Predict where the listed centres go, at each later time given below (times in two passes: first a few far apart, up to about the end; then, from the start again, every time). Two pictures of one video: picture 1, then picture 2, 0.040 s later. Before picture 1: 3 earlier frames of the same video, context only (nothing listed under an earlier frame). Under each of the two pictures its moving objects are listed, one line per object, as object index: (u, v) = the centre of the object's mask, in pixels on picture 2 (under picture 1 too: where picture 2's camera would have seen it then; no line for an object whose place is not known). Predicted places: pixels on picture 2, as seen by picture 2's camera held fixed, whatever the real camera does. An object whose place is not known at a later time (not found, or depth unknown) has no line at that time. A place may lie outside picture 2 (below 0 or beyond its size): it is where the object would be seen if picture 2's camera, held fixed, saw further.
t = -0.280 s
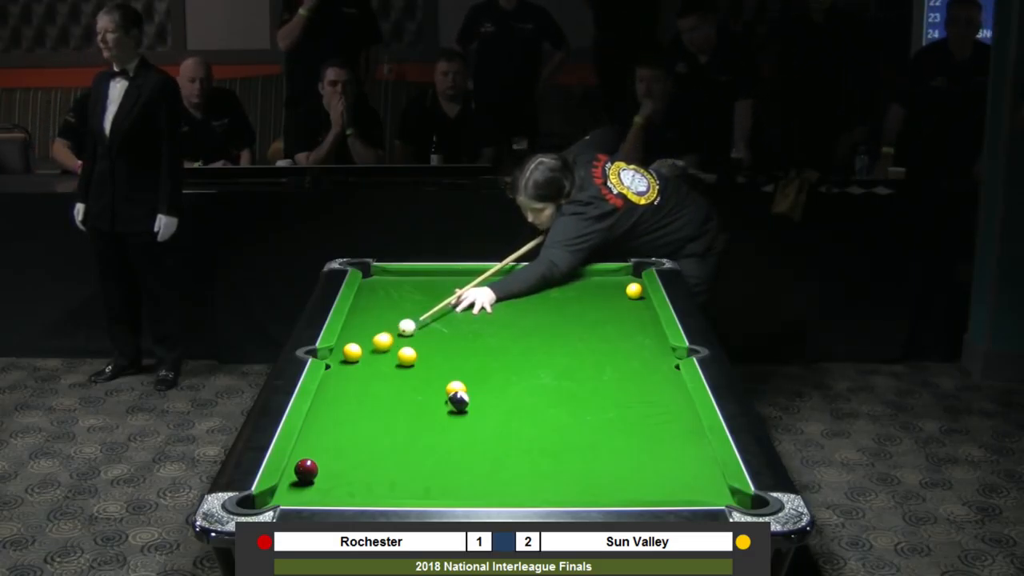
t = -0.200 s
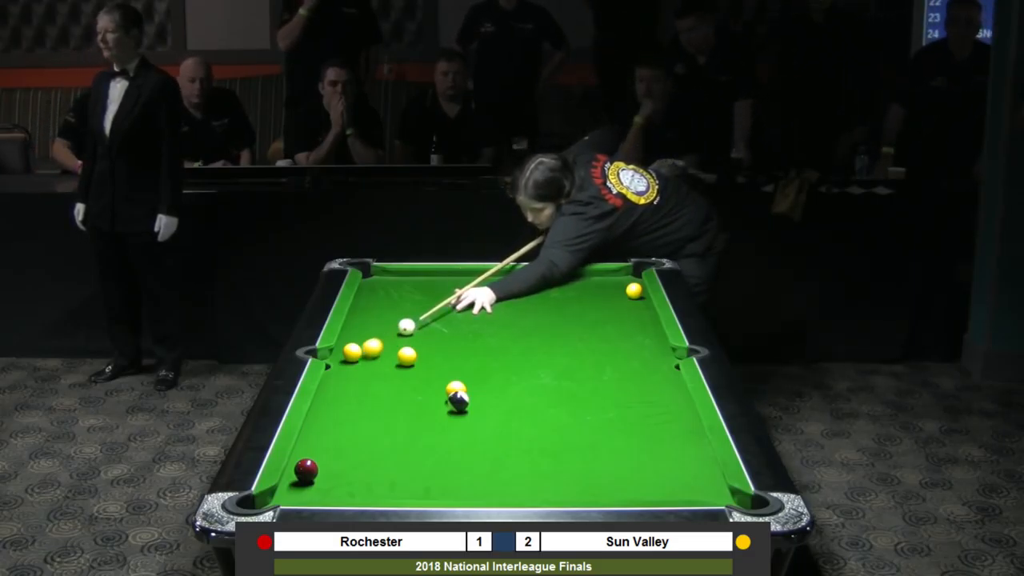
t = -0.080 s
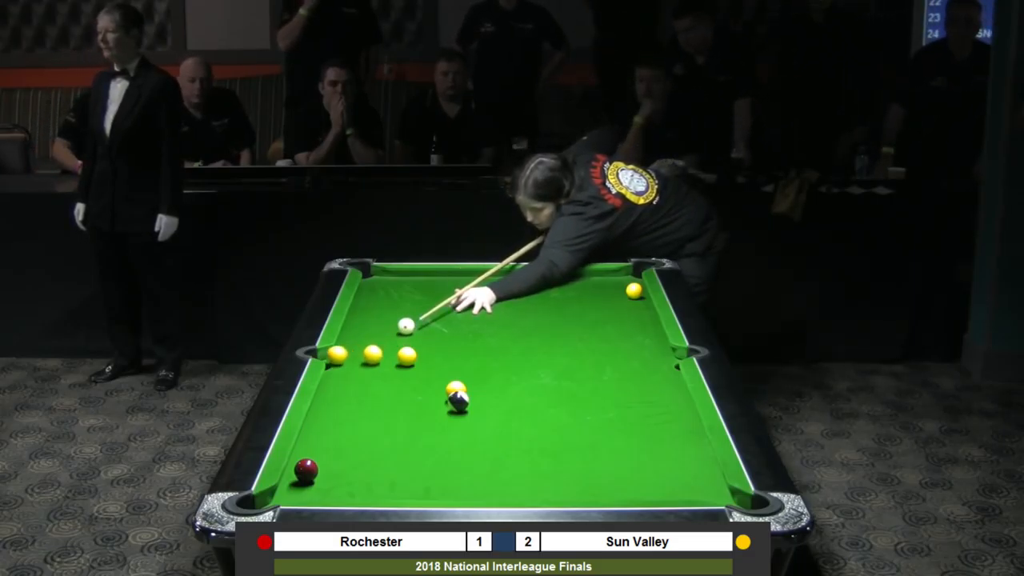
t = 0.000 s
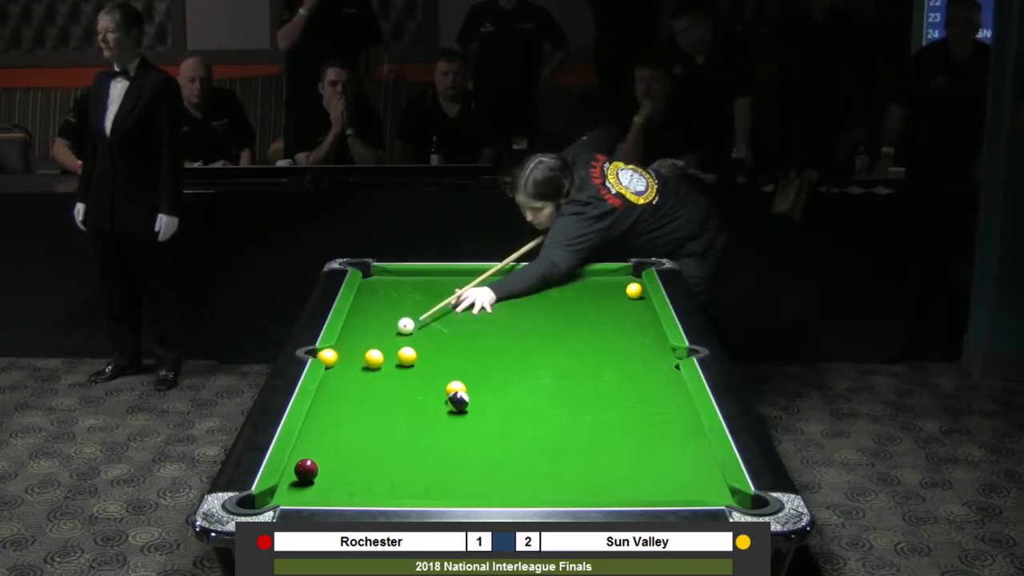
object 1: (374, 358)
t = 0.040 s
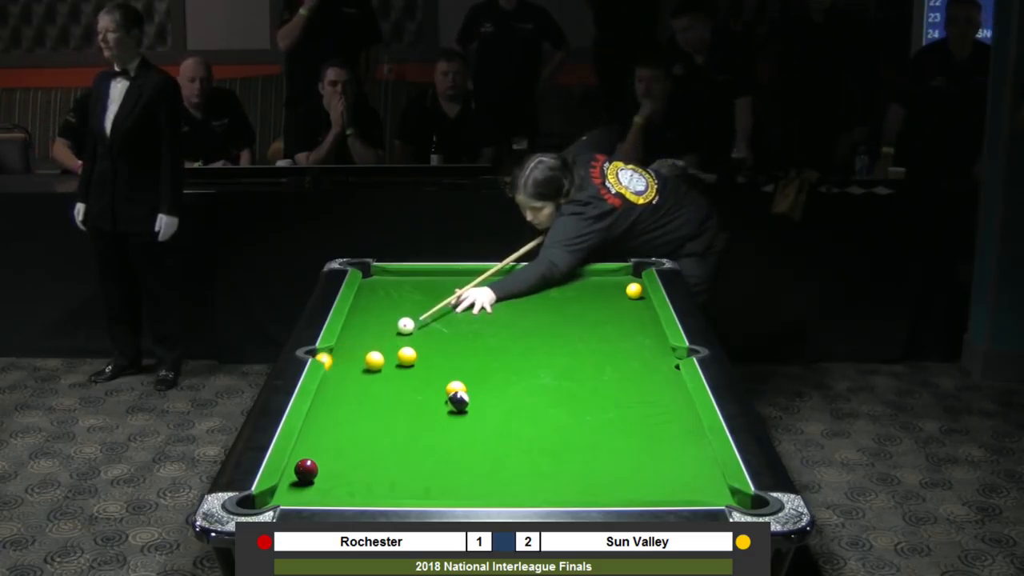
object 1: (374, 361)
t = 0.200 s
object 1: (377, 369)
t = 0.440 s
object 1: (380, 381)
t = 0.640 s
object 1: (383, 392)
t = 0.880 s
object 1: (387, 404)
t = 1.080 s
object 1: (390, 414)
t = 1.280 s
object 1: (393, 423)
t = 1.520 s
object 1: (397, 434)
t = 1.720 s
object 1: (399, 443)
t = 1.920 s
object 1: (402, 452)
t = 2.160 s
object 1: (405, 462)
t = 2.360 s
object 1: (407, 469)
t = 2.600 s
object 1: (410, 477)
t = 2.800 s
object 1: (412, 484)
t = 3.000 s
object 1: (413, 488)
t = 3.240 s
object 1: (416, 491)
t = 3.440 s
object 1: (418, 493)
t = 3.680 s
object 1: (420, 493)
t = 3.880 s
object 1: (421, 492)
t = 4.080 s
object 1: (421, 492)
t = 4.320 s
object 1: (421, 492)
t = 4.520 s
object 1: (421, 492)
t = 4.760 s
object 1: (422, 492)
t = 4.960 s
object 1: (421, 492)
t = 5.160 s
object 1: (421, 492)
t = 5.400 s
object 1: (421, 492)
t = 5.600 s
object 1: (421, 492)
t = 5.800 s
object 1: (422, 492)
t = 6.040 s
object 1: (421, 492)
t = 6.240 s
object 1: (421, 492)
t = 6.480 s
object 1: (421, 492)
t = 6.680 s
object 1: (421, 492)
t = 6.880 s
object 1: (421, 492)
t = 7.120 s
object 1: (421, 492)
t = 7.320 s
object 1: (421, 492)
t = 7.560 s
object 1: (421, 492)
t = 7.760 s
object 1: (421, 492)
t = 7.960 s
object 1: (421, 492)
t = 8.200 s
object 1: (421, 492)
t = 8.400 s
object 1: (421, 492)
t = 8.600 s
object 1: (421, 492)
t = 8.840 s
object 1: (421, 492)
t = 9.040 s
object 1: (421, 492)
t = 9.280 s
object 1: (421, 492)
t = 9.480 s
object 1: (421, 492)
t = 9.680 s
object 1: (421, 492)
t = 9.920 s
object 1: (421, 492)
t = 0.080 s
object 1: (375, 363)
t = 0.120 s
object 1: (375, 365)
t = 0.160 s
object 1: (376, 367)
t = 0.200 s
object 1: (377, 369)
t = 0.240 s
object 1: (377, 371)
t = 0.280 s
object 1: (378, 373)
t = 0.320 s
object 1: (378, 375)
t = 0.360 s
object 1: (379, 377)
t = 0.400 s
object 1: (379, 379)
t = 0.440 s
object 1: (380, 381)
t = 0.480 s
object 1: (381, 383)
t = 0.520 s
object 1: (381, 386)
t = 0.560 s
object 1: (382, 388)
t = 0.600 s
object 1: (383, 390)
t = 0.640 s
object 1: (383, 392)
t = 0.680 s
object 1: (384, 394)
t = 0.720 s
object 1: (385, 396)
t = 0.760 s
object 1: (385, 398)
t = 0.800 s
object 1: (386, 400)
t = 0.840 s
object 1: (387, 402)
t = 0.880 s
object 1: (387, 404)
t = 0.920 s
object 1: (388, 406)
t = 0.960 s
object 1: (389, 408)
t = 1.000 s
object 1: (389, 410)
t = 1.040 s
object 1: (390, 412)
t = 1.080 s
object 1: (390, 414)
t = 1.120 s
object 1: (391, 416)
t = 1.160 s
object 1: (391, 418)
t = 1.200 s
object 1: (392, 420)
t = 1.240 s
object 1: (393, 421)
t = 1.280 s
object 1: (393, 423)
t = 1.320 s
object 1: (394, 425)
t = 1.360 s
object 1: (394, 427)
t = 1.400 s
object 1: (395, 429)
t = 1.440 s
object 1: (396, 431)
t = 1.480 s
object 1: (396, 433)
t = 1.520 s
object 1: (397, 434)
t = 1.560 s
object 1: (397, 436)
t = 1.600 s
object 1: (398, 438)
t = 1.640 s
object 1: (398, 440)
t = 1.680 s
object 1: (399, 442)
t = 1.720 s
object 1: (399, 443)
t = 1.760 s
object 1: (400, 445)
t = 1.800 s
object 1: (400, 447)
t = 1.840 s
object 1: (401, 449)
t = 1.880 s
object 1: (401, 450)
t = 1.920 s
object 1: (402, 452)
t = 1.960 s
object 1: (402, 454)
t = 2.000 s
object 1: (403, 455)
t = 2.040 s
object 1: (404, 457)
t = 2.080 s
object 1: (404, 459)
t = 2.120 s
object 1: (405, 460)
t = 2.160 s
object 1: (405, 462)
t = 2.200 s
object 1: (406, 463)
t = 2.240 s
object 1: (406, 465)
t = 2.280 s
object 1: (406, 466)
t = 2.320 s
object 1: (407, 468)
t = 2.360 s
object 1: (407, 469)
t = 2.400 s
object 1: (408, 471)
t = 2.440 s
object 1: (408, 472)
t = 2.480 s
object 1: (409, 473)
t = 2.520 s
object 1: (409, 475)
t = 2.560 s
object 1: (409, 476)
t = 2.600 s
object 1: (410, 477)
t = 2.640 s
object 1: (410, 479)
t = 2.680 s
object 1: (411, 480)
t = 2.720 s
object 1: (411, 481)
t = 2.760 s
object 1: (411, 482)
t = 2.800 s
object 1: (412, 484)
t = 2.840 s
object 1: (412, 485)
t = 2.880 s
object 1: (412, 486)
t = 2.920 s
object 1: (413, 487)
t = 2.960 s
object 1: (413, 488)
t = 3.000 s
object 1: (413, 488)
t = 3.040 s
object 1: (414, 489)
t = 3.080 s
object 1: (414, 489)
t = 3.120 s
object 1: (414, 490)
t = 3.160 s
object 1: (415, 490)
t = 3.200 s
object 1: (415, 491)
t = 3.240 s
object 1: (416, 491)
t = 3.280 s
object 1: (416, 492)
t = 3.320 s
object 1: (416, 492)
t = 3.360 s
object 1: (417, 492)
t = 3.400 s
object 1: (417, 493)
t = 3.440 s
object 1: (418, 493)
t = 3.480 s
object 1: (419, 494)
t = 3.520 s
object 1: (419, 494)
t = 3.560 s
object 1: (419, 494)
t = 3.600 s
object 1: (420, 493)
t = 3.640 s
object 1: (420, 493)
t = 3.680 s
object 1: (420, 493)
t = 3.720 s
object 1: (421, 493)
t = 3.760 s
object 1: (421, 493)
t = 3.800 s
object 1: (421, 493)
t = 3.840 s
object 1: (421, 493)
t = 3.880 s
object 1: (421, 492)
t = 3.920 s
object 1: (421, 492)
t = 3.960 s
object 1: (421, 492)
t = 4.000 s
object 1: (421, 492)
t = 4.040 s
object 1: (421, 492)
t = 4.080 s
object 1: (421, 492)
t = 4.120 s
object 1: (421, 492)
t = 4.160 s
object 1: (421, 492)
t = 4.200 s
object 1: (421, 492)
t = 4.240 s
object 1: (421, 492)
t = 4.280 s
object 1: (421, 492)
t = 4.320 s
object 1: (421, 492)
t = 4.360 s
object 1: (421, 492)
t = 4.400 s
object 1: (421, 492)
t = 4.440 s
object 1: (421, 492)
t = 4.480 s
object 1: (421, 492)
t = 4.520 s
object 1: (421, 492)
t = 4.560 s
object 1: (421, 492)
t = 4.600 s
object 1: (421, 492)
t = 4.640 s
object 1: (421, 492)
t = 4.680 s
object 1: (421, 492)
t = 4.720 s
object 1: (421, 492)
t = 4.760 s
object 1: (422, 492)
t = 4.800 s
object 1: (421, 492)
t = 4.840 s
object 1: (421, 492)
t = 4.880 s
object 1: (421, 492)
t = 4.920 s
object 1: (421, 492)
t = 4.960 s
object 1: (421, 492)
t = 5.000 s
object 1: (421, 492)
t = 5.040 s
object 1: (421, 492)
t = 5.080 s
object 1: (421, 492)
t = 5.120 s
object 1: (421, 492)
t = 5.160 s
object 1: (421, 492)
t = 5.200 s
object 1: (421, 492)
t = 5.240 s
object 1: (421, 492)
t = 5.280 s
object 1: (421, 492)
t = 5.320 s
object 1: (421, 492)
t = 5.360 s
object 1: (421, 492)
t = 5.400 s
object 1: (421, 492)
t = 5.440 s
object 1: (421, 492)
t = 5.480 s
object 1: (421, 492)
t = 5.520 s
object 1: (421, 492)
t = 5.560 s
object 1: (421, 492)
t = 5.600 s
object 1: (421, 492)
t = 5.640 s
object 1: (421, 492)
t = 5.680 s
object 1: (421, 492)
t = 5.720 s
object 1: (421, 492)
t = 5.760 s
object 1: (421, 492)
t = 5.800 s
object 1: (422, 492)
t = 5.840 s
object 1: (422, 492)
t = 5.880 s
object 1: (422, 492)
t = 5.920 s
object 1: (422, 492)
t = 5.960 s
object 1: (421, 492)
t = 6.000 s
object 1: (422, 492)
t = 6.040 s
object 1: (421, 492)
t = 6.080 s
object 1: (422, 492)
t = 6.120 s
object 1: (421, 492)
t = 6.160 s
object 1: (422, 492)
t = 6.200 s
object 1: (422, 492)
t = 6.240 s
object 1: (421, 492)
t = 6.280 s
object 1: (421, 492)
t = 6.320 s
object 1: (421, 492)
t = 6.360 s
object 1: (421, 492)
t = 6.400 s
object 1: (421, 492)
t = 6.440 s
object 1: (421, 492)
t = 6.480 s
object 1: (421, 492)
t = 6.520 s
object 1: (421, 492)
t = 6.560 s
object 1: (421, 492)
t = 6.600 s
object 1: (421, 492)
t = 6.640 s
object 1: (421, 492)
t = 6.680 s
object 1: (421, 492)
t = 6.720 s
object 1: (421, 492)
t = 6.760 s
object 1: (421, 492)
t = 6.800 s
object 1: (421, 492)
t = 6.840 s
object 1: (421, 492)
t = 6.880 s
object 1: (421, 492)
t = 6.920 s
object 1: (421, 492)
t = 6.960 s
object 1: (421, 492)
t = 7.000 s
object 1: (421, 492)
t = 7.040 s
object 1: (421, 492)
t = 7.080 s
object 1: (421, 492)
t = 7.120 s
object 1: (421, 492)
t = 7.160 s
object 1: (421, 492)
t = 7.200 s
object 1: (421, 492)
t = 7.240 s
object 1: (421, 492)
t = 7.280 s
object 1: (421, 492)
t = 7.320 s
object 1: (421, 492)
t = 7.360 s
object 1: (421, 492)
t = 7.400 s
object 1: (421, 492)
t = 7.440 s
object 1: (421, 492)
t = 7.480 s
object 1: (421, 492)
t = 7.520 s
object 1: (421, 492)
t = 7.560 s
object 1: (421, 492)
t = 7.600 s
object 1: (421, 492)
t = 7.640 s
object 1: (421, 492)
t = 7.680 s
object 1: (421, 492)
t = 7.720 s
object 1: (421, 492)
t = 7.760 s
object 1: (421, 492)
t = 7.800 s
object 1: (421, 492)
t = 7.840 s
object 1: (421, 492)
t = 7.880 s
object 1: (421, 492)
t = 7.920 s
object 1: (421, 492)
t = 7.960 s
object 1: (421, 492)
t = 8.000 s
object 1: (421, 492)
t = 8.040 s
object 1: (421, 492)
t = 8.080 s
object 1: (421, 492)
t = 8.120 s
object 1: (421, 492)
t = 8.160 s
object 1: (421, 492)
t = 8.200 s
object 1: (421, 492)
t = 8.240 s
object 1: (421, 492)
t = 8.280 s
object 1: (421, 492)
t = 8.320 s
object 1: (421, 492)
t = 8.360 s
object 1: (421, 492)
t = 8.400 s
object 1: (421, 492)
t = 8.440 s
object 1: (421, 492)
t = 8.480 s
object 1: (421, 492)
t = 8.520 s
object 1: (421, 492)
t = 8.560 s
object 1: (421, 492)
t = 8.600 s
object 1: (421, 492)
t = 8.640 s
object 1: (421, 492)
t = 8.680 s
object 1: (421, 492)
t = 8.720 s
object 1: (421, 492)
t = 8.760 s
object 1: (421, 492)
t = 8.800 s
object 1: (421, 492)
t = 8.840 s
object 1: (421, 492)
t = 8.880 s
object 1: (421, 492)
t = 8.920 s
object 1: (421, 492)
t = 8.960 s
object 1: (421, 492)
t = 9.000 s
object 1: (421, 492)
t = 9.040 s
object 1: (421, 492)
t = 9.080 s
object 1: (421, 492)
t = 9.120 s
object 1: (421, 492)
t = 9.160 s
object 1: (421, 492)
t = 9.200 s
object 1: (421, 492)
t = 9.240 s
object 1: (421, 492)
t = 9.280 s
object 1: (421, 492)
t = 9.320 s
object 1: (421, 492)
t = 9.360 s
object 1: (421, 492)
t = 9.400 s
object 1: (421, 492)
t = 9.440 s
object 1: (421, 492)
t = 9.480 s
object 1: (421, 492)
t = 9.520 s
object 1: (421, 492)
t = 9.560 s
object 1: (421, 492)
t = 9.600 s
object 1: (421, 492)
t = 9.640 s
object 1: (421, 492)
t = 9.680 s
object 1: (421, 492)
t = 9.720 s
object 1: (421, 492)
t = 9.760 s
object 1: (421, 492)
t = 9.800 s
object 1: (421, 492)
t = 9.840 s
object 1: (421, 492)
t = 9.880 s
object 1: (421, 492)
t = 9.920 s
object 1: (421, 492)
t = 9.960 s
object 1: (421, 492)
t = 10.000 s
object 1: (421, 492)
